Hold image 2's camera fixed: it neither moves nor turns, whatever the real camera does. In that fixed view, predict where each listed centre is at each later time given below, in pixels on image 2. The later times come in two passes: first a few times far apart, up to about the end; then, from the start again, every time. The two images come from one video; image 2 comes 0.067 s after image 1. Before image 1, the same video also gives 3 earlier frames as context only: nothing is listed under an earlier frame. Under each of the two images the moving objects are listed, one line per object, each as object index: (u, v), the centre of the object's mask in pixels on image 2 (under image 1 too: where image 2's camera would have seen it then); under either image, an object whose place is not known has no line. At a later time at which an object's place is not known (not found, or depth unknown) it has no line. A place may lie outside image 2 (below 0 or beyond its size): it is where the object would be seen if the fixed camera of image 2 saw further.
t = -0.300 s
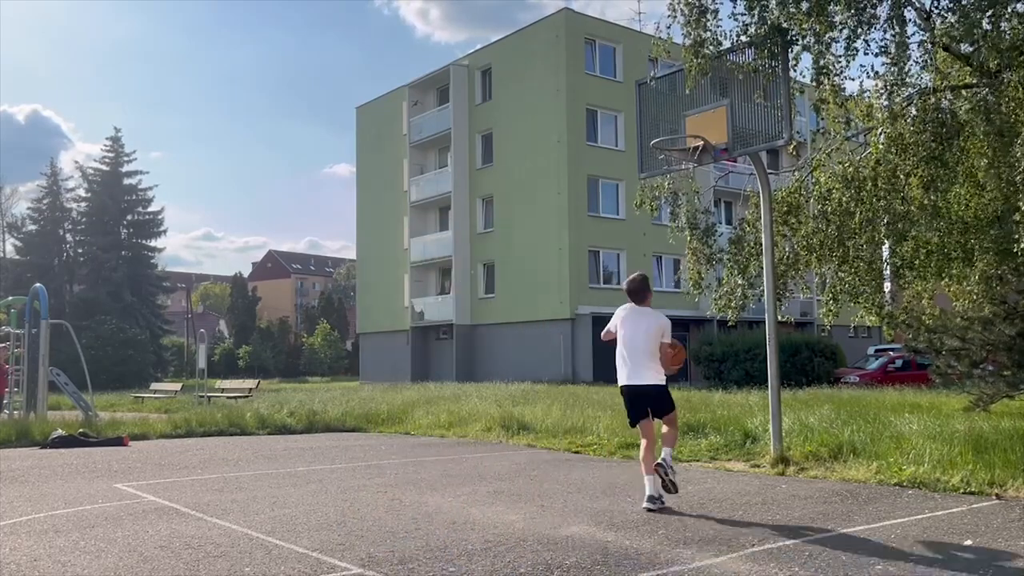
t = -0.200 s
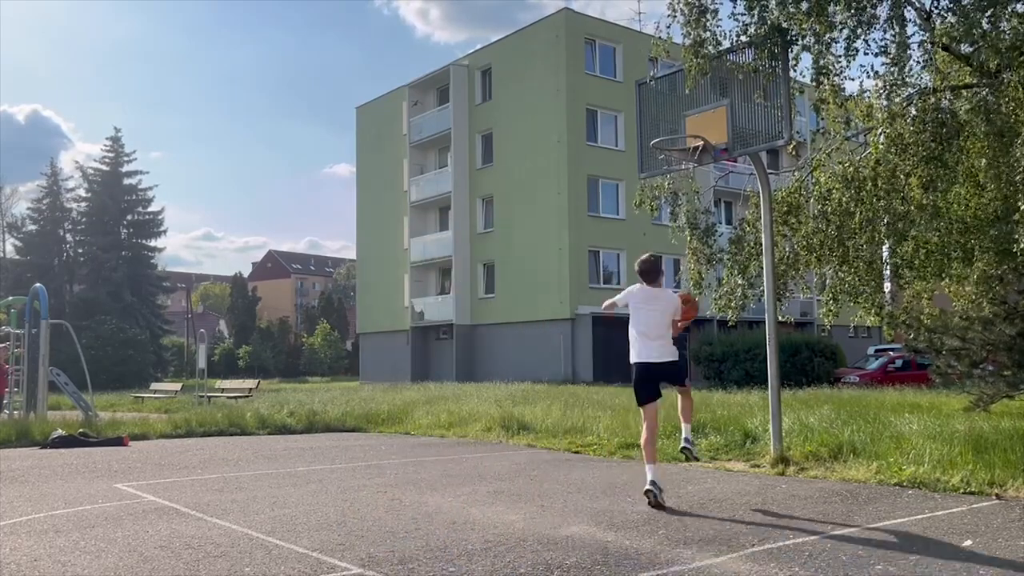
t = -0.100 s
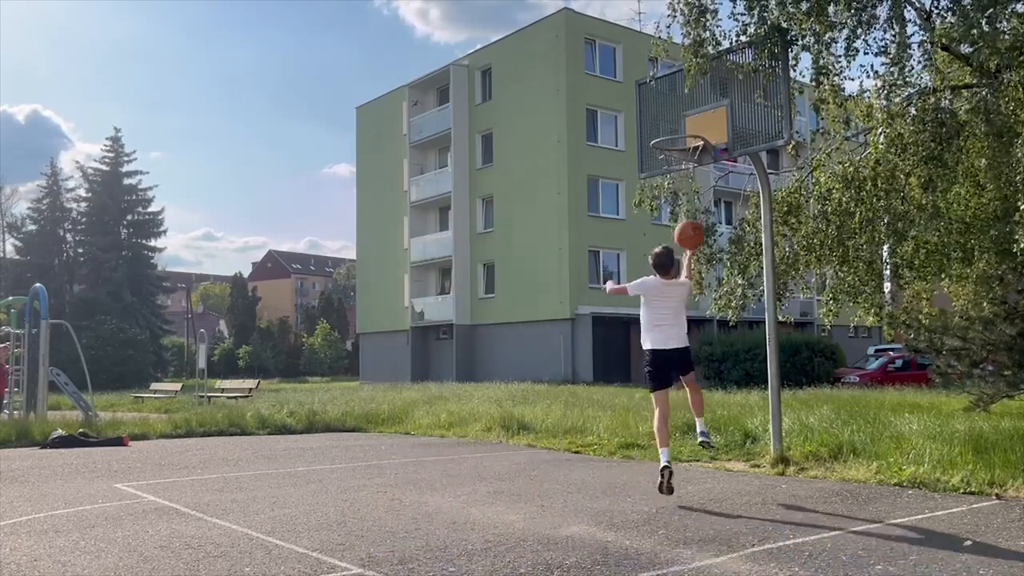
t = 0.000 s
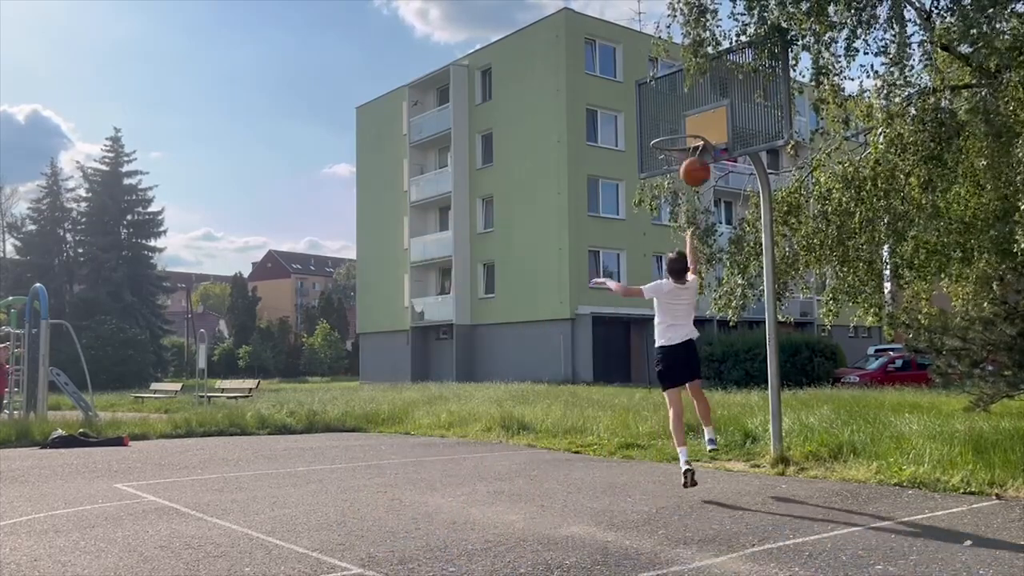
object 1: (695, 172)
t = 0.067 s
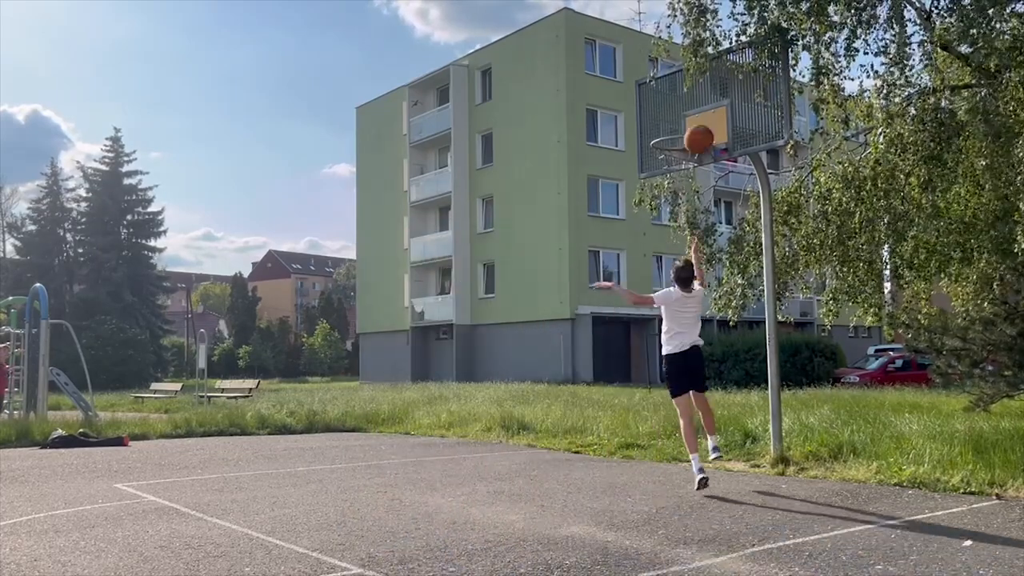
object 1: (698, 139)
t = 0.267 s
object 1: (709, 77)
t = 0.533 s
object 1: (716, 67)
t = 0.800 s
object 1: (676, 105)
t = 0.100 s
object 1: (700, 125)
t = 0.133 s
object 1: (702, 113)
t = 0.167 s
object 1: (703, 102)
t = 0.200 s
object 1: (705, 91)
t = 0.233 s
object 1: (706, 84)
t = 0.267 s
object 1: (709, 77)
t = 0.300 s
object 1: (711, 72)
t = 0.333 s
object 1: (713, 68)
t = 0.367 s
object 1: (715, 66)
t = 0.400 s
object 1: (717, 65)
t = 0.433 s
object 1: (718, 64)
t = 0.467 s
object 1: (719, 65)
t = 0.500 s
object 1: (721, 66)
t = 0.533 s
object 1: (716, 67)
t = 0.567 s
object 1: (714, 67)
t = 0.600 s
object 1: (712, 69)
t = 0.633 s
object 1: (705, 75)
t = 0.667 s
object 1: (697, 79)
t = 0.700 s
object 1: (691, 83)
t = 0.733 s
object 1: (686, 88)
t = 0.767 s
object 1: (681, 96)
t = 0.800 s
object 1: (676, 105)
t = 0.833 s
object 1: (671, 116)
